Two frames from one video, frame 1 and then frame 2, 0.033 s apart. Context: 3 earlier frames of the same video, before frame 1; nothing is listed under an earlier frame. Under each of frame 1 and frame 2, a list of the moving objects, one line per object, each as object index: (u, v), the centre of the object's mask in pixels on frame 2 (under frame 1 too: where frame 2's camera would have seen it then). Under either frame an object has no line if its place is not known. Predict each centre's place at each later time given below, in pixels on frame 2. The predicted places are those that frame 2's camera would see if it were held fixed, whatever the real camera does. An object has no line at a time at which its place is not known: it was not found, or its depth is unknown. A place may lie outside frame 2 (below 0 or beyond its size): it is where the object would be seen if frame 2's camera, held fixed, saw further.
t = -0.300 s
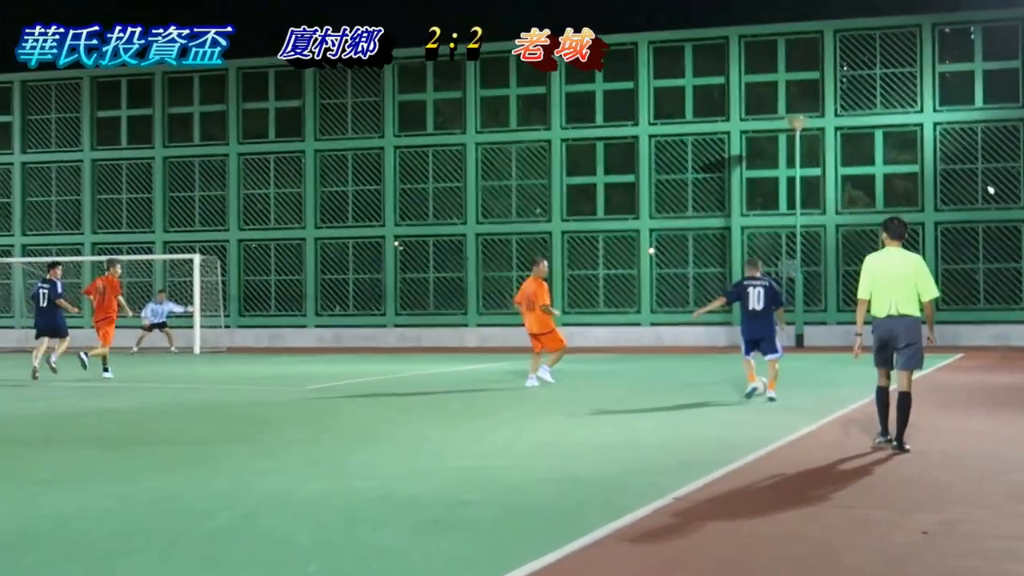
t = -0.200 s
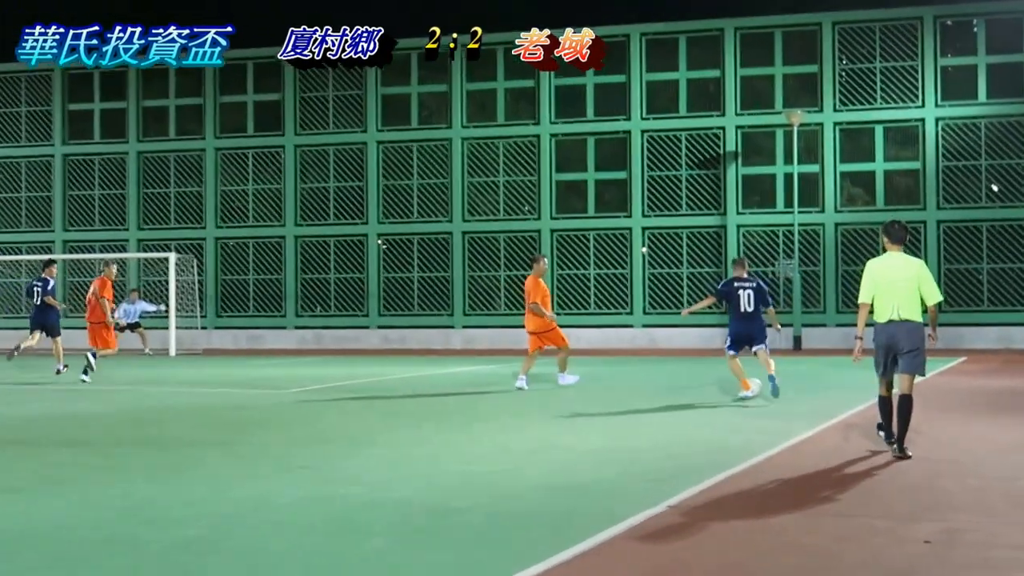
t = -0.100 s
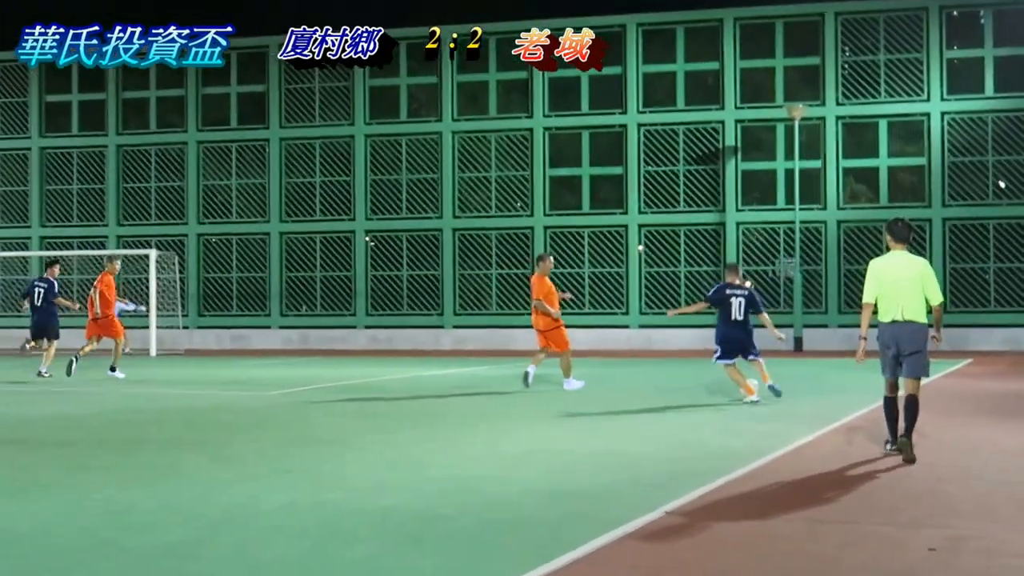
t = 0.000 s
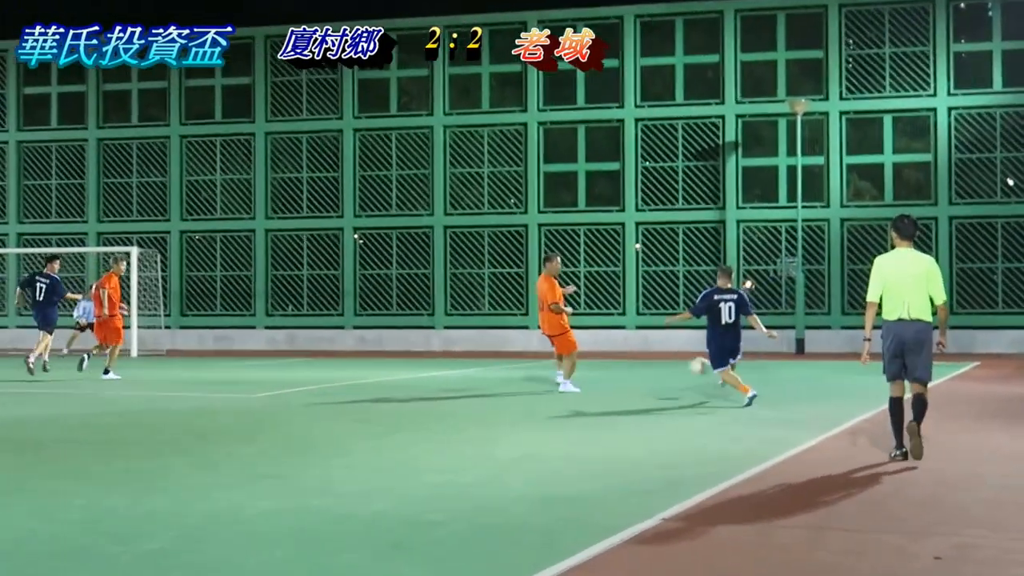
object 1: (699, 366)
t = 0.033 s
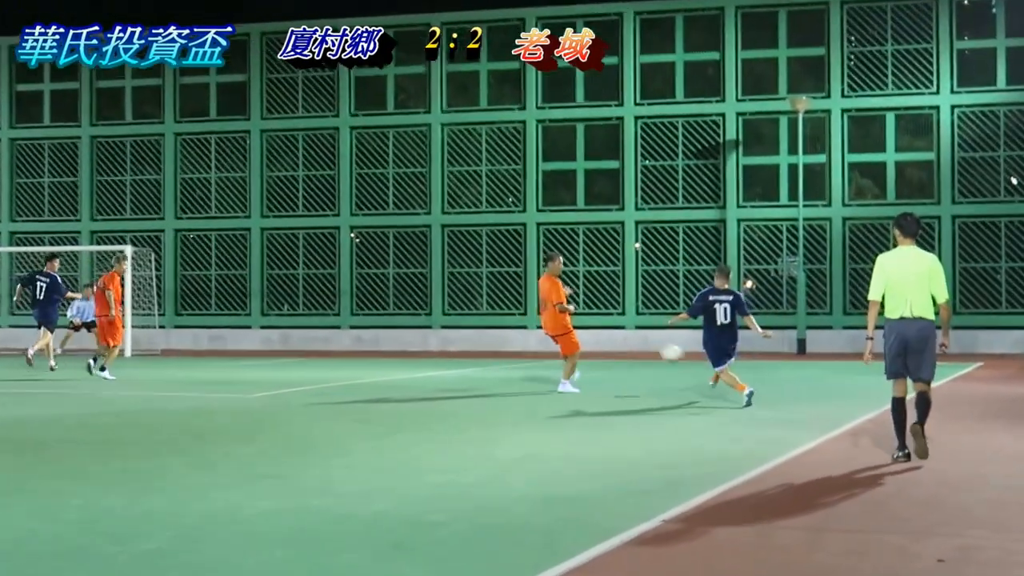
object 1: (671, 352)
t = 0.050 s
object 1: (657, 346)
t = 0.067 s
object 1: (646, 341)
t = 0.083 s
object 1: (633, 335)
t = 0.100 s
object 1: (618, 329)
